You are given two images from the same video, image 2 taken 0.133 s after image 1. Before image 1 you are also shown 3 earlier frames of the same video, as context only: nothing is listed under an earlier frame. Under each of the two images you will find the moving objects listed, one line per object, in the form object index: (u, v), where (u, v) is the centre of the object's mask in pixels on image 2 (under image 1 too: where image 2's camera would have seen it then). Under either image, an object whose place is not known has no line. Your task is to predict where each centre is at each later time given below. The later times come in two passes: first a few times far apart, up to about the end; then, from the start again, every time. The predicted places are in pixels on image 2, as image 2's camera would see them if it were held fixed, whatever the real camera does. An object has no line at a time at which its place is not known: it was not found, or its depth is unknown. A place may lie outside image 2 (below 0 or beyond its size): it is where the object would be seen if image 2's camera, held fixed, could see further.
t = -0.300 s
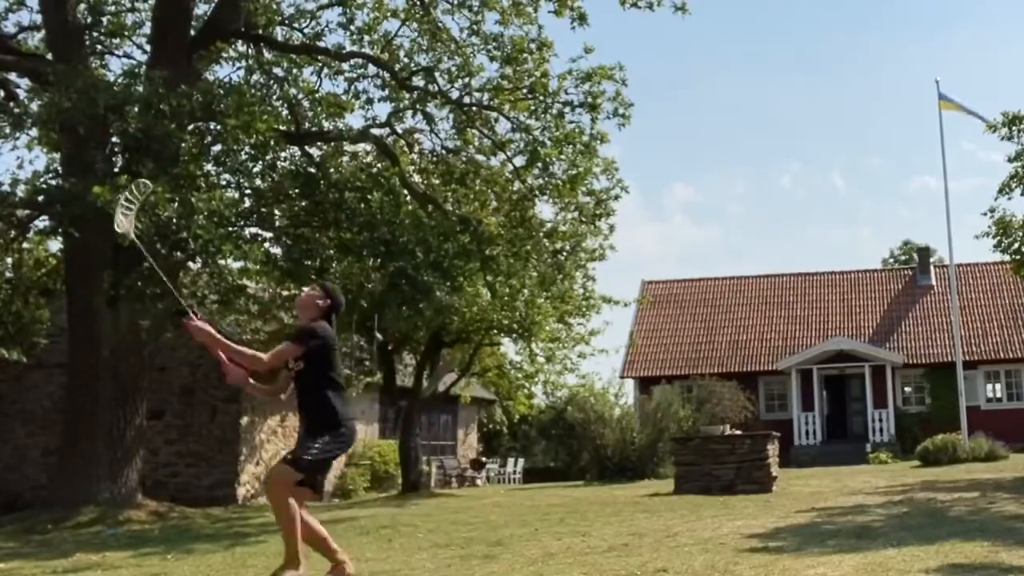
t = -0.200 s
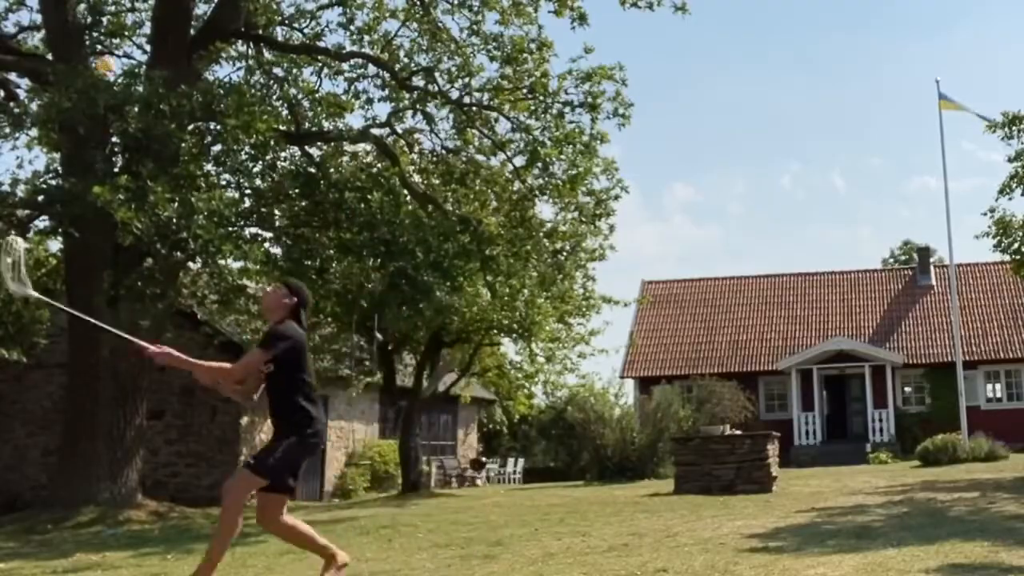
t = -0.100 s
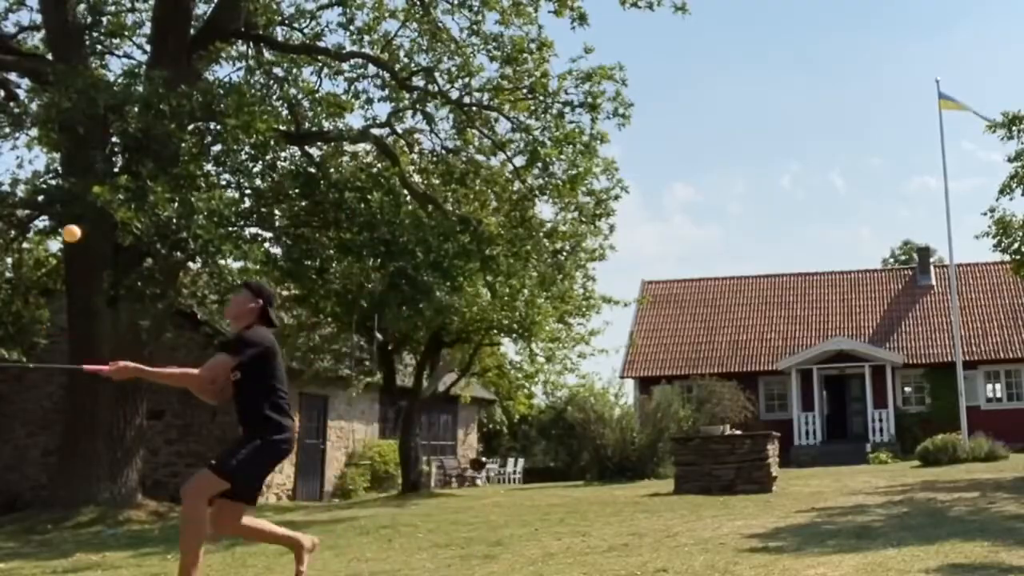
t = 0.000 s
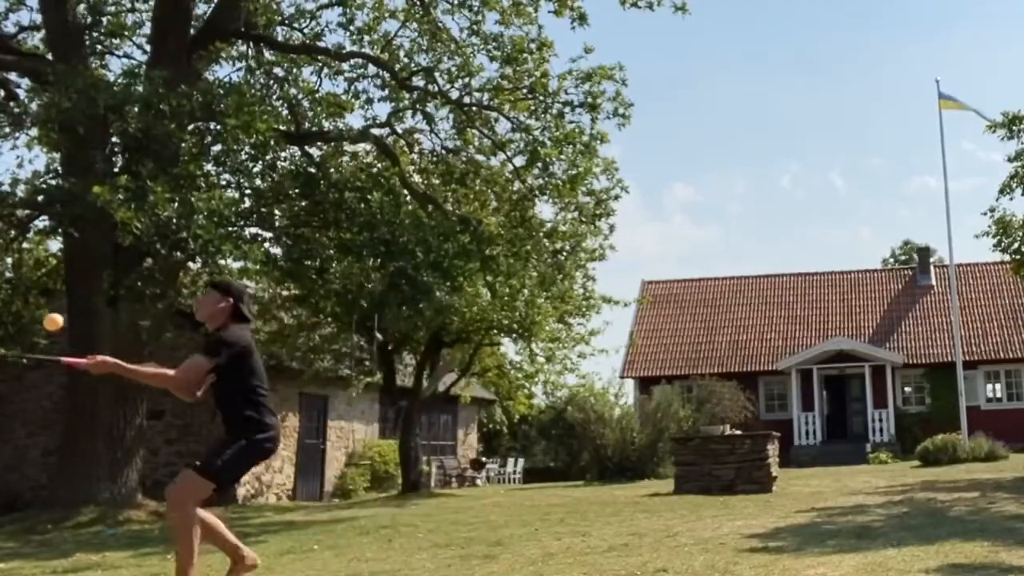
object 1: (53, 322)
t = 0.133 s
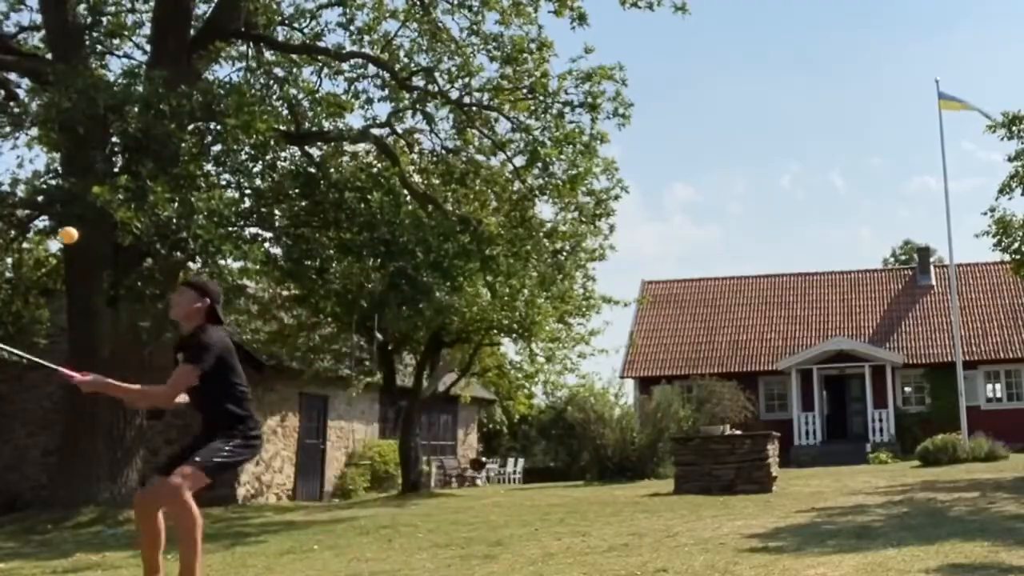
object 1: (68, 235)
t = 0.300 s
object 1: (81, 185)
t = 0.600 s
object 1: (91, 245)
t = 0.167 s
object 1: (71, 220)
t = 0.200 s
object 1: (74, 208)
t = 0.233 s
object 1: (76, 198)
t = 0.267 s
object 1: (79, 190)
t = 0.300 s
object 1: (81, 185)
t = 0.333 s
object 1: (83, 182)
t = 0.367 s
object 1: (85, 182)
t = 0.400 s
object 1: (86, 183)
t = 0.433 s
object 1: (88, 188)
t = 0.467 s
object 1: (89, 195)
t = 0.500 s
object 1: (90, 204)
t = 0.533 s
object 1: (90, 215)
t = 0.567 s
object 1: (91, 229)
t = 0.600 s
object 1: (91, 245)
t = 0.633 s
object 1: (91, 264)
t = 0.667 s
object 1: (91, 286)
